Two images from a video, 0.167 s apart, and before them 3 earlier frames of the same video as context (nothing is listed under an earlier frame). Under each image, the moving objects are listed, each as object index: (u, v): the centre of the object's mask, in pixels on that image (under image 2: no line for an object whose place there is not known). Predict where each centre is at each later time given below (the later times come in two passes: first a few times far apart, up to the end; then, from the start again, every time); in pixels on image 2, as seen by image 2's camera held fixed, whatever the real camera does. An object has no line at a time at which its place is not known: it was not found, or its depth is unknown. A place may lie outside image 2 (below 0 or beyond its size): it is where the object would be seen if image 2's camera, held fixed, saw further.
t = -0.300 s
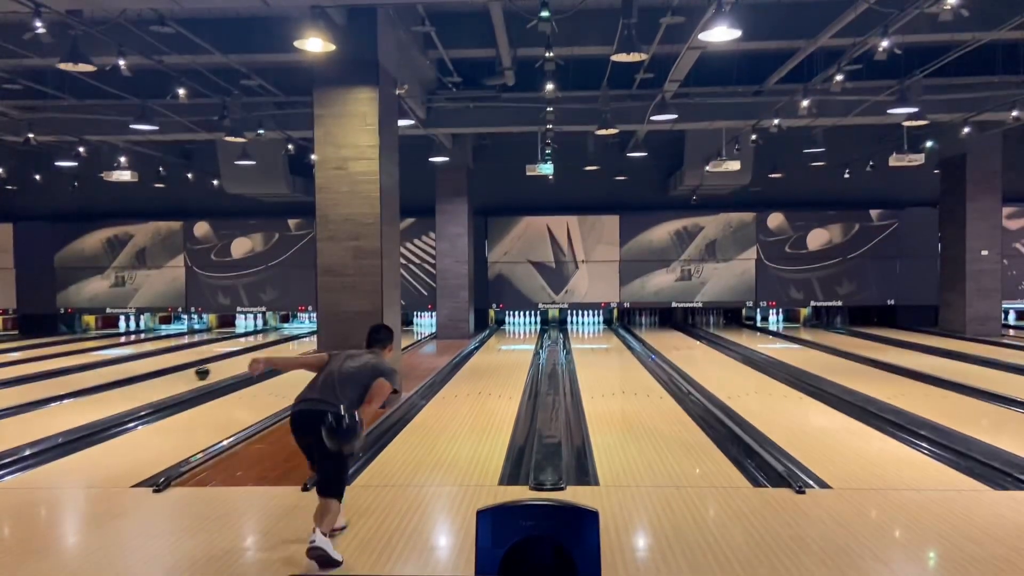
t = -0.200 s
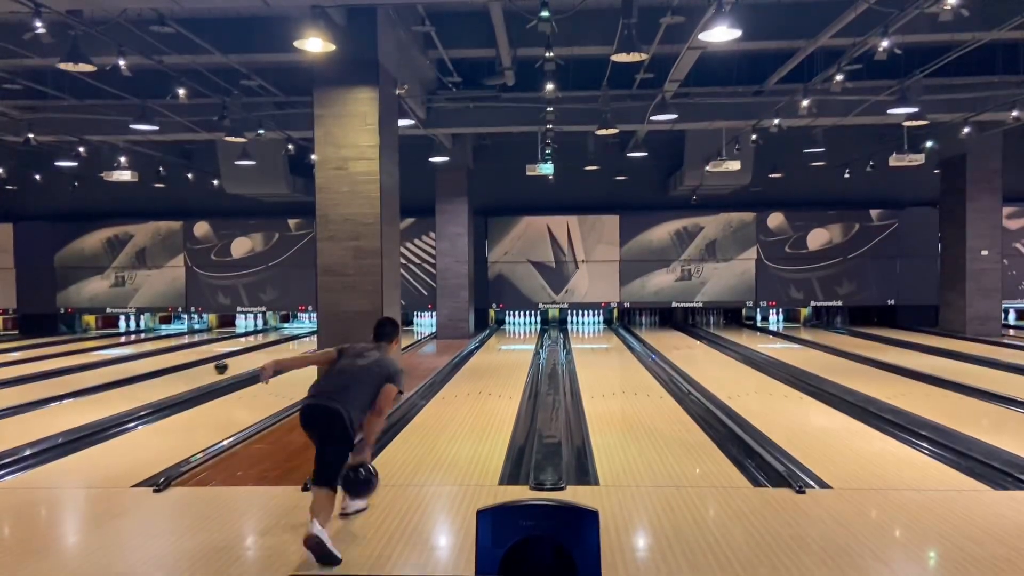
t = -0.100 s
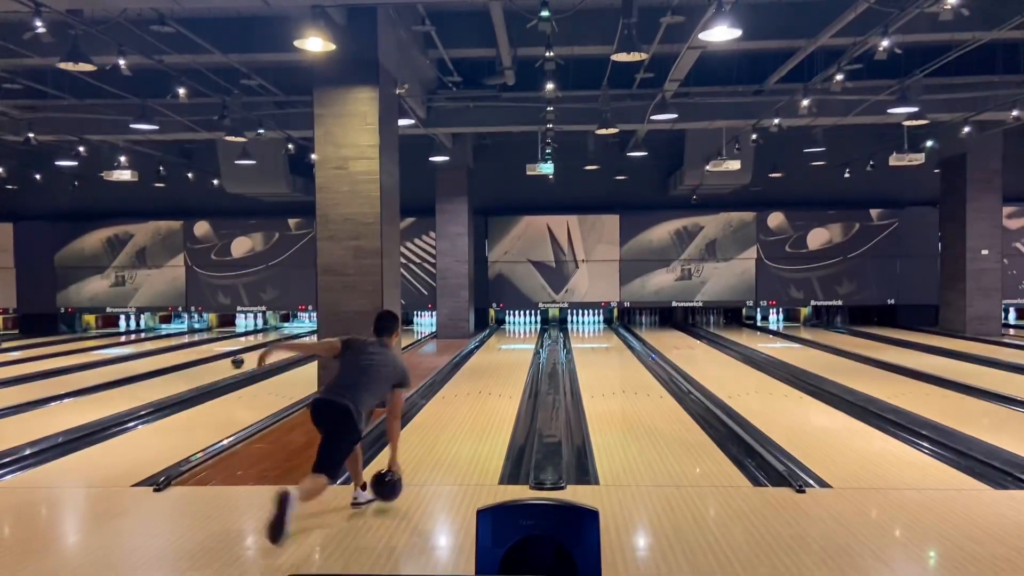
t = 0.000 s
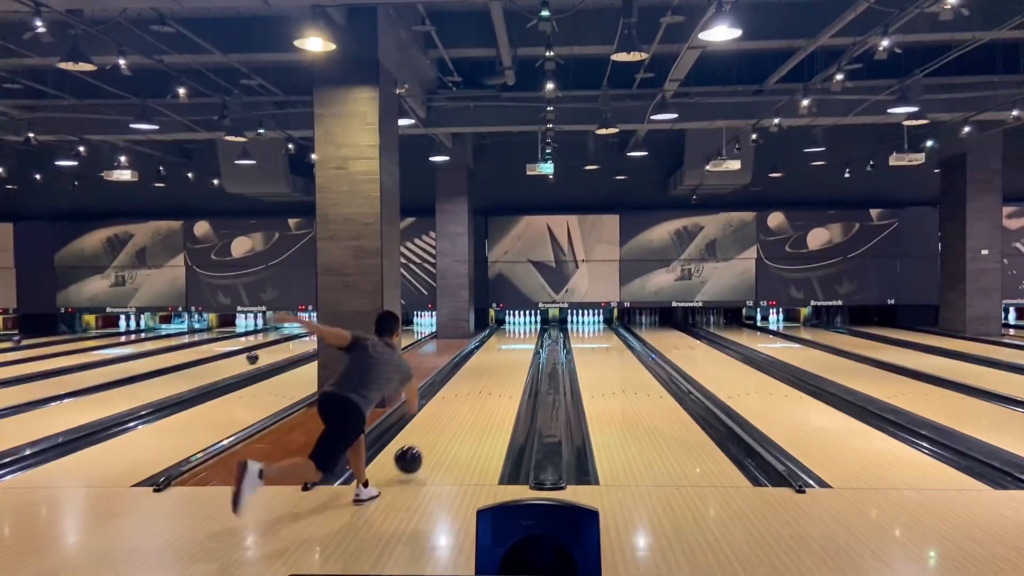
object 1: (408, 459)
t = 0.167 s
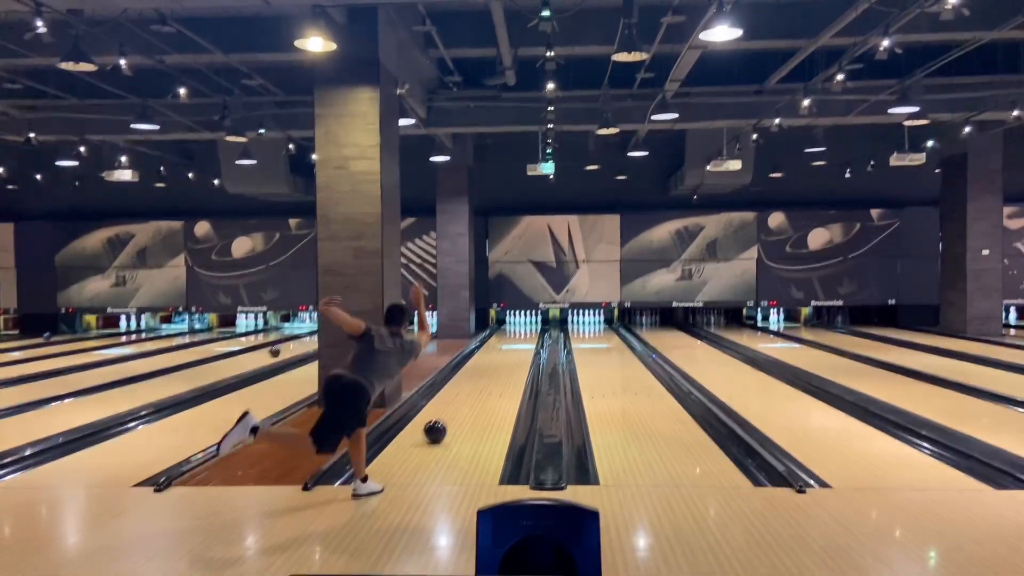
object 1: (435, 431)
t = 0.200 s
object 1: (439, 426)
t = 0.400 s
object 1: (460, 400)
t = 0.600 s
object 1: (474, 382)
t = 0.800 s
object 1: (485, 369)
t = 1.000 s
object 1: (494, 358)
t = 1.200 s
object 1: (501, 349)
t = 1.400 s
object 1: (507, 342)
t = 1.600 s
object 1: (511, 337)
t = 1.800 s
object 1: (515, 332)
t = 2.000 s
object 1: (518, 327)
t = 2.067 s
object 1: (519, 326)
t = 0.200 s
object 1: (439, 426)
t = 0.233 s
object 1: (443, 421)
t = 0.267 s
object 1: (447, 416)
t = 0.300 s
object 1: (451, 412)
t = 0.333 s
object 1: (453, 408)
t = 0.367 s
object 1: (457, 404)
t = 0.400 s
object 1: (460, 400)
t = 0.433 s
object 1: (462, 397)
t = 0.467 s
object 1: (465, 394)
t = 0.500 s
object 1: (468, 391)
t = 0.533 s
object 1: (470, 388)
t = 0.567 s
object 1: (472, 385)
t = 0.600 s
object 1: (474, 382)
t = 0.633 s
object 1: (476, 380)
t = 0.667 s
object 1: (478, 377)
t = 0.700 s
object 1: (480, 375)
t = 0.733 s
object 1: (482, 373)
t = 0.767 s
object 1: (484, 371)
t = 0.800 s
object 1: (485, 369)
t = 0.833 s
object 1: (487, 367)
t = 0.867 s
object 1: (488, 365)
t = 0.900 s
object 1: (490, 363)
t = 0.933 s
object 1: (491, 361)
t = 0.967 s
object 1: (493, 359)
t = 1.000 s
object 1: (494, 358)
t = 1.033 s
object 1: (495, 356)
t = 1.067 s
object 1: (496, 355)
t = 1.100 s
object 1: (497, 353)
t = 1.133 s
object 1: (499, 352)
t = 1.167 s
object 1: (500, 351)
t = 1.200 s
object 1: (501, 349)
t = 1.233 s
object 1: (502, 348)
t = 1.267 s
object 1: (503, 347)
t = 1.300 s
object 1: (504, 345)
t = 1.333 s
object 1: (505, 344)
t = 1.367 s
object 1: (505, 343)
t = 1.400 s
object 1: (507, 342)
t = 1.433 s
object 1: (507, 341)
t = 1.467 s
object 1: (508, 341)
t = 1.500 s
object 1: (509, 340)
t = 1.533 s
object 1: (510, 338)
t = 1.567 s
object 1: (510, 337)
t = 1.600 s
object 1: (511, 337)
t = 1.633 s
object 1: (512, 336)
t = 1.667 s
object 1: (512, 335)
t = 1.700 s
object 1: (513, 334)
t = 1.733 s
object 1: (514, 333)
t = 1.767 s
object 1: (514, 333)
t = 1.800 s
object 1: (515, 332)
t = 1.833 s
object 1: (516, 331)
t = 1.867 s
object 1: (516, 330)
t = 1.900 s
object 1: (517, 330)
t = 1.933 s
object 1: (517, 329)
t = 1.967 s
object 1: (518, 328)
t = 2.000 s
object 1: (518, 327)
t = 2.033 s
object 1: (519, 327)
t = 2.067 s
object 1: (519, 326)
